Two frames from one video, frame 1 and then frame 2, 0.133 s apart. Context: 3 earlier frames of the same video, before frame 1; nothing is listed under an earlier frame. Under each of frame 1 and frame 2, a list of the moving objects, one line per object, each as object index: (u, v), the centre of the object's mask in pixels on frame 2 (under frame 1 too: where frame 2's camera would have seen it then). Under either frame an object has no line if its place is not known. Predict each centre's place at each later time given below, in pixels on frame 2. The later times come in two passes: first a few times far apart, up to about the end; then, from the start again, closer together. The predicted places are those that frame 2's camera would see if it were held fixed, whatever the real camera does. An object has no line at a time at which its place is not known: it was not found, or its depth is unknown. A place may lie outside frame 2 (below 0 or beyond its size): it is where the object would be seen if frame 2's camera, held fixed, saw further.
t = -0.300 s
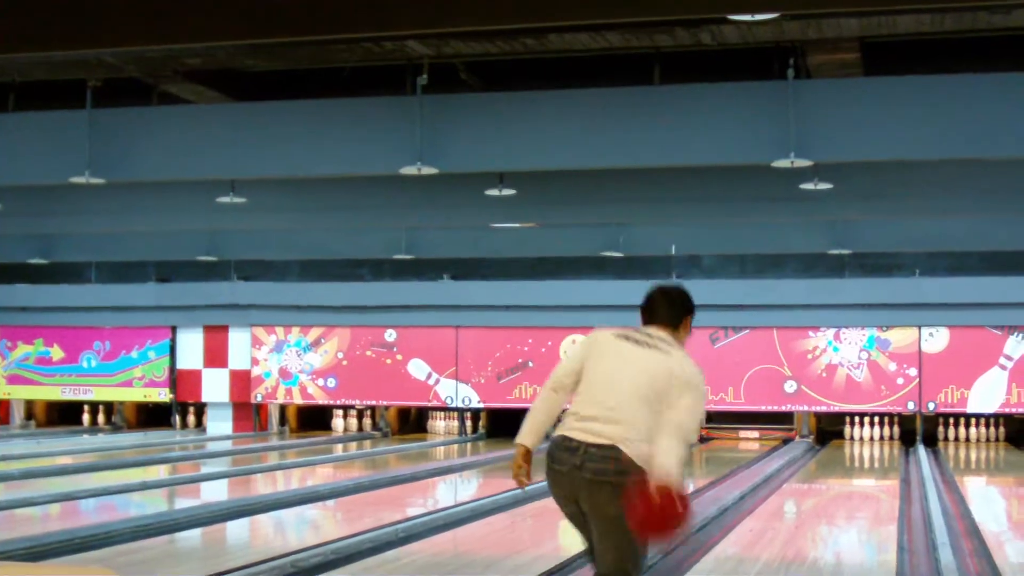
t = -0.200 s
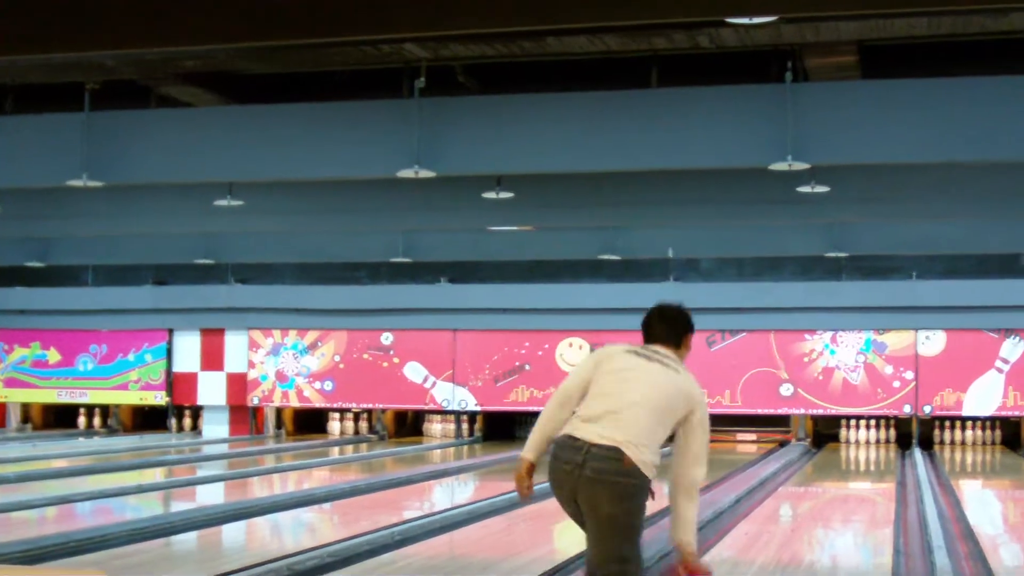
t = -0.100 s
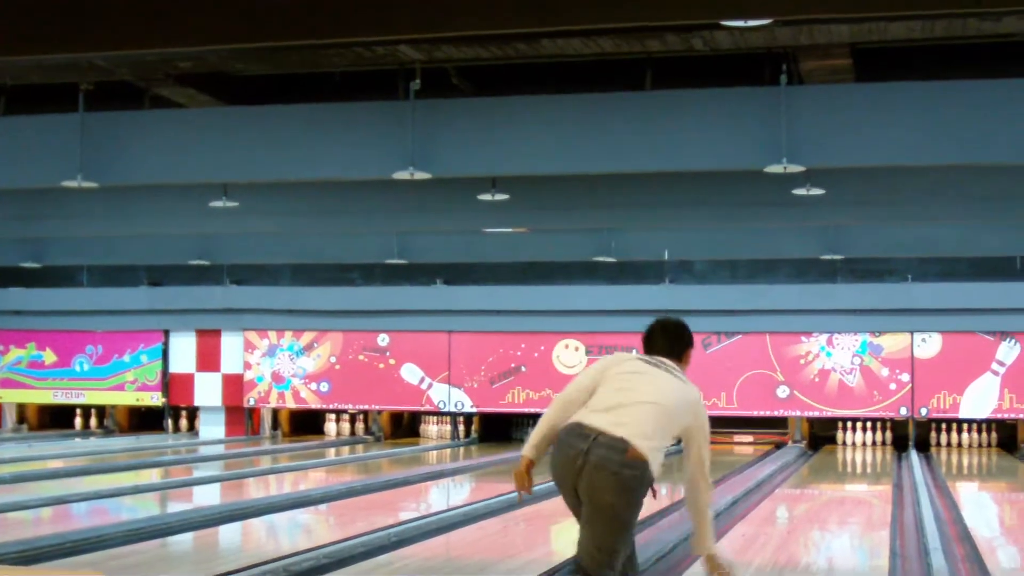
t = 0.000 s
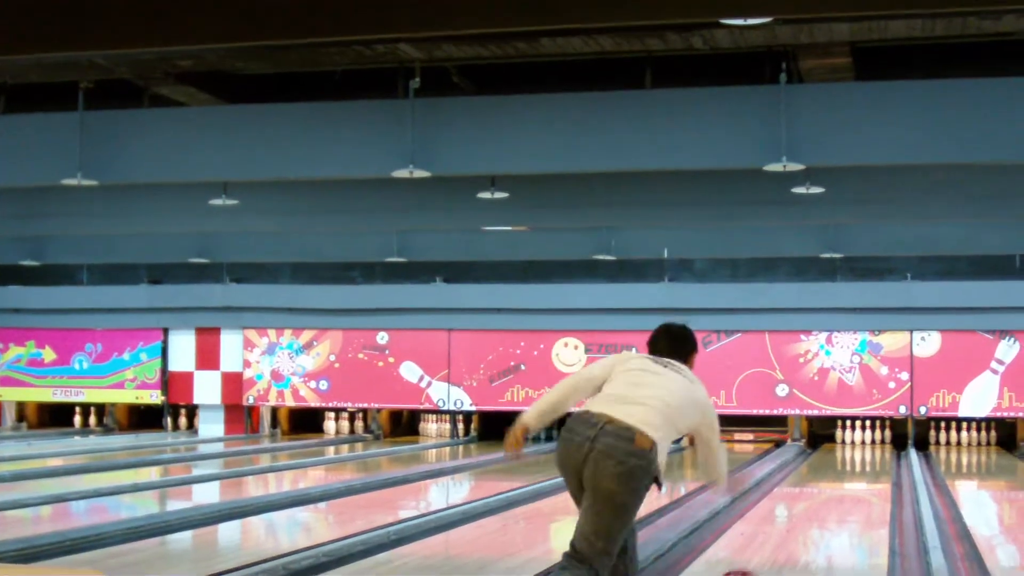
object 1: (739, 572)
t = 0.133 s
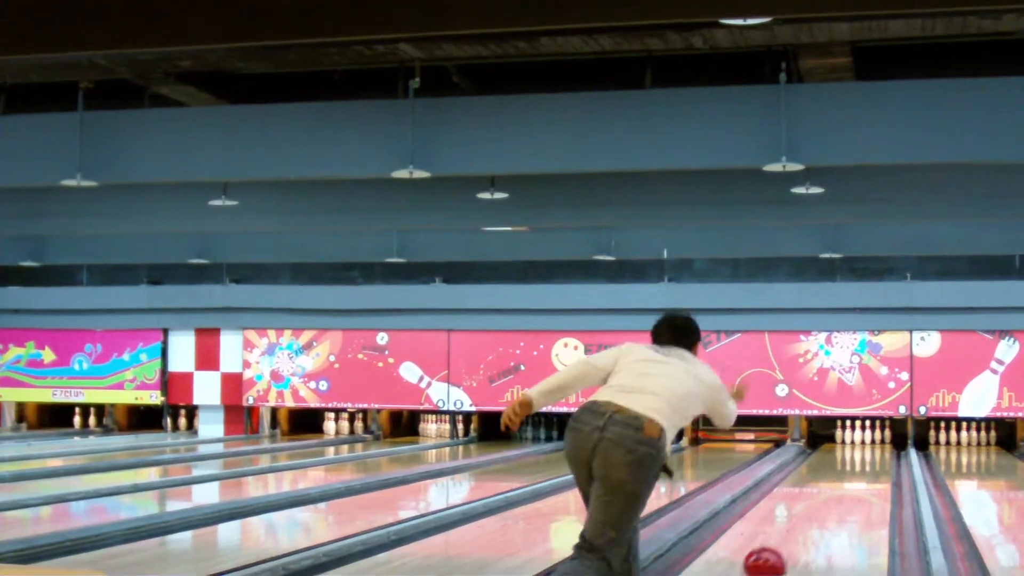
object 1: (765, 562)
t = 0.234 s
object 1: (779, 552)
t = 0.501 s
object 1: (811, 521)
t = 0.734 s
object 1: (826, 502)
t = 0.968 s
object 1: (840, 489)
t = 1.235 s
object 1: (853, 476)
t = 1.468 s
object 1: (861, 468)
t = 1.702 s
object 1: (867, 461)
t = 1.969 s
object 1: (873, 454)
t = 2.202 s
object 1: (877, 449)
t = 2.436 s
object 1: (881, 445)
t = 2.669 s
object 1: (883, 443)
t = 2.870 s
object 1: (884, 437)
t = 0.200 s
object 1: (775, 556)
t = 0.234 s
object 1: (779, 552)
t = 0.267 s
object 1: (784, 548)
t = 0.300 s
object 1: (789, 543)
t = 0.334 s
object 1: (792, 539)
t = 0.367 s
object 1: (796, 535)
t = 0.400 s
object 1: (800, 532)
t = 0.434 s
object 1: (803, 528)
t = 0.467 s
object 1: (807, 525)
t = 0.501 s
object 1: (811, 521)
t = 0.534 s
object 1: (812, 517)
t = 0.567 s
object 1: (815, 514)
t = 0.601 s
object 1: (818, 511)
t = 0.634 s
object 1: (820, 508)
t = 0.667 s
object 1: (823, 506)
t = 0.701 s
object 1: (825, 504)
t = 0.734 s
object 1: (826, 502)
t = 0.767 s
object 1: (828, 500)
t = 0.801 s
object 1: (831, 498)
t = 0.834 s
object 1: (833, 496)
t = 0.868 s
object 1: (835, 495)
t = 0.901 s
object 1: (837, 493)
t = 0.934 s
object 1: (838, 491)
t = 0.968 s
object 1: (840, 489)
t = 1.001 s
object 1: (842, 487)
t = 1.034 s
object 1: (844, 485)
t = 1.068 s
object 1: (846, 484)
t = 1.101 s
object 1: (847, 482)
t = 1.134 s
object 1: (849, 480)
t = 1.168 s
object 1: (850, 479)
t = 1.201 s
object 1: (851, 478)
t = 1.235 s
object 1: (853, 476)
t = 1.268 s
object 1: (854, 475)
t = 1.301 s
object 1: (855, 474)
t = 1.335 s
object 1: (856, 473)
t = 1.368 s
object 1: (858, 471)
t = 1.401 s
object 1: (859, 470)
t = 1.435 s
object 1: (860, 469)
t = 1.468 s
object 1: (861, 468)
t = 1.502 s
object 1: (862, 467)
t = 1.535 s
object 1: (863, 466)
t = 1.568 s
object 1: (864, 465)
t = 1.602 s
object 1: (865, 464)
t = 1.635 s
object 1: (865, 463)
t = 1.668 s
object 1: (866, 462)
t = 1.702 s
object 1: (867, 461)
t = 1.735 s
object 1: (869, 460)
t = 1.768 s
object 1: (869, 460)
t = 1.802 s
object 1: (870, 459)
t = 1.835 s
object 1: (870, 457)
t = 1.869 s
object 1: (871, 457)
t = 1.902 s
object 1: (872, 456)
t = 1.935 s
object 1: (873, 455)
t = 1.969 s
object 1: (873, 454)
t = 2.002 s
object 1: (874, 454)
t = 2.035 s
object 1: (875, 452)
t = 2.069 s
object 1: (875, 452)
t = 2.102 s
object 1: (876, 451)
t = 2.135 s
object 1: (877, 451)
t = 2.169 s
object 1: (877, 450)
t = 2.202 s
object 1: (877, 449)
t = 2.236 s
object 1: (878, 449)
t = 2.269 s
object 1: (879, 448)
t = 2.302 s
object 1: (879, 448)
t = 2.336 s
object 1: (879, 447)
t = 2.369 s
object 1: (880, 446)
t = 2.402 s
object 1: (880, 445)
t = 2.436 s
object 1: (881, 445)
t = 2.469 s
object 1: (881, 445)
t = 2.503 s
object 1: (882, 444)
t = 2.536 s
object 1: (883, 443)
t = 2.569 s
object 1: (883, 443)
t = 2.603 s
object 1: (883, 443)
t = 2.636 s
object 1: (883, 443)
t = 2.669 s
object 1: (883, 443)
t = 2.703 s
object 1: (884, 442)
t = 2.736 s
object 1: (885, 441)
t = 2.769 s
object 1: (885, 440)
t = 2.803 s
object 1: (886, 439)
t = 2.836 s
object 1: (883, 438)
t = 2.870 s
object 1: (884, 437)
